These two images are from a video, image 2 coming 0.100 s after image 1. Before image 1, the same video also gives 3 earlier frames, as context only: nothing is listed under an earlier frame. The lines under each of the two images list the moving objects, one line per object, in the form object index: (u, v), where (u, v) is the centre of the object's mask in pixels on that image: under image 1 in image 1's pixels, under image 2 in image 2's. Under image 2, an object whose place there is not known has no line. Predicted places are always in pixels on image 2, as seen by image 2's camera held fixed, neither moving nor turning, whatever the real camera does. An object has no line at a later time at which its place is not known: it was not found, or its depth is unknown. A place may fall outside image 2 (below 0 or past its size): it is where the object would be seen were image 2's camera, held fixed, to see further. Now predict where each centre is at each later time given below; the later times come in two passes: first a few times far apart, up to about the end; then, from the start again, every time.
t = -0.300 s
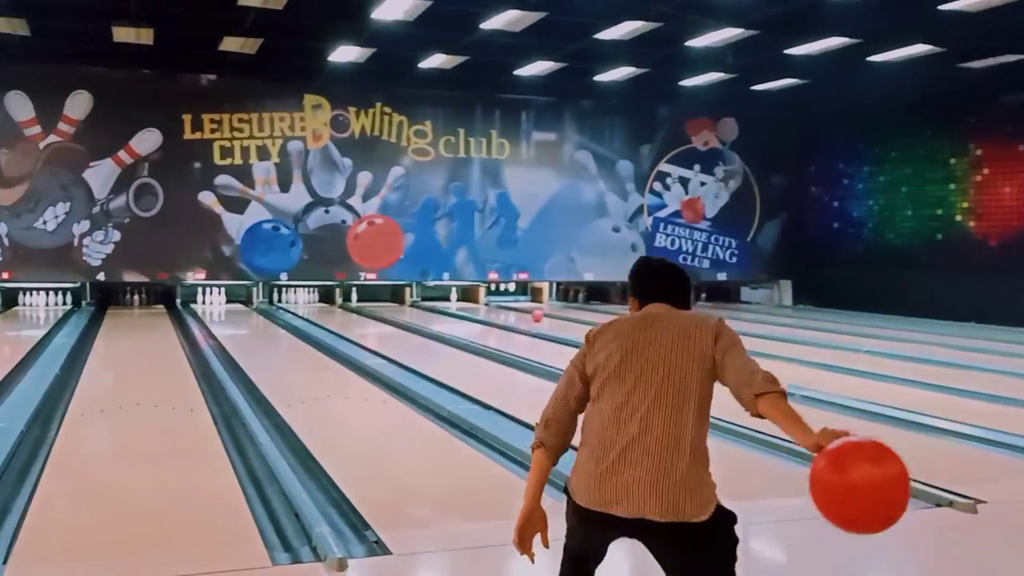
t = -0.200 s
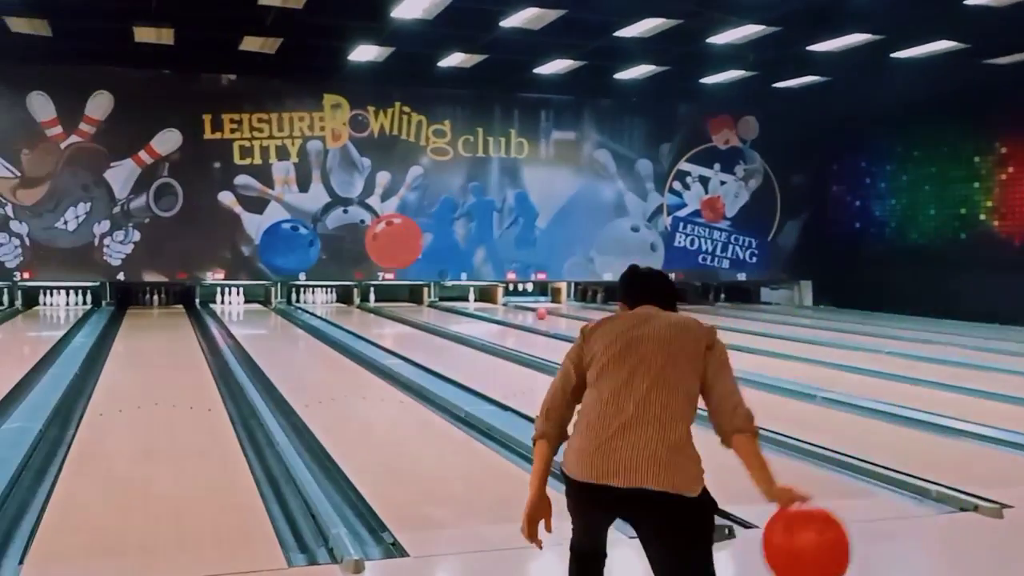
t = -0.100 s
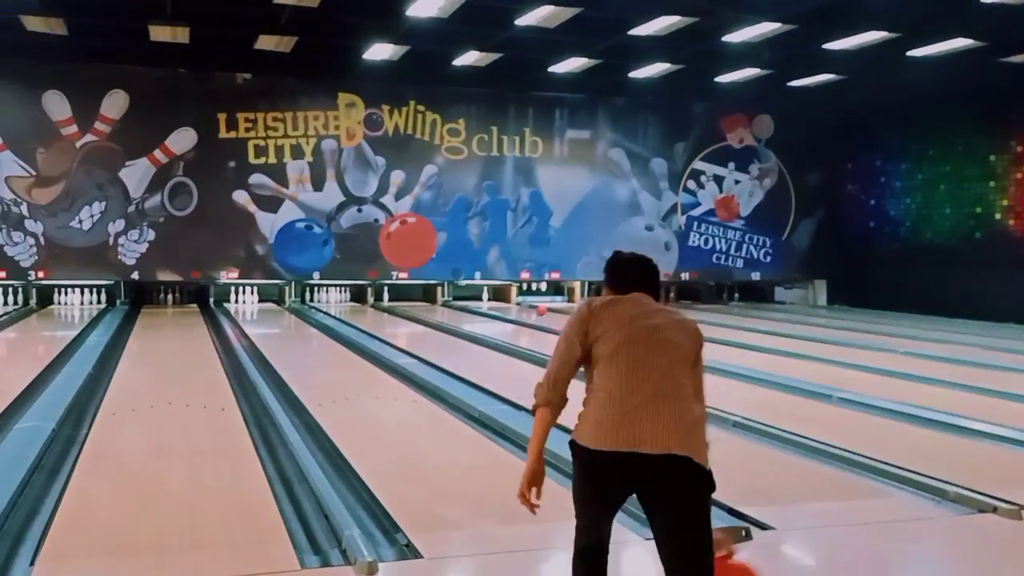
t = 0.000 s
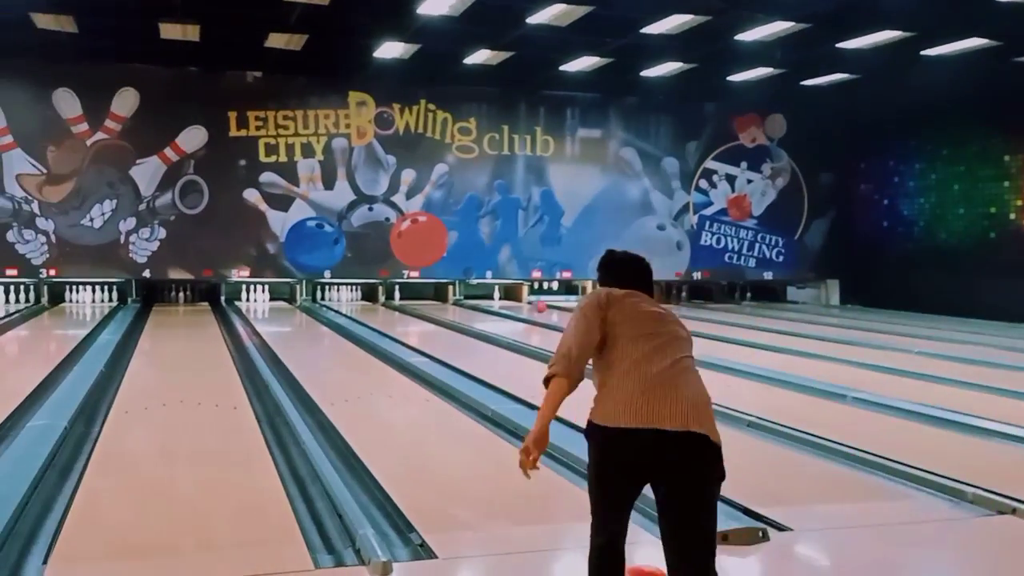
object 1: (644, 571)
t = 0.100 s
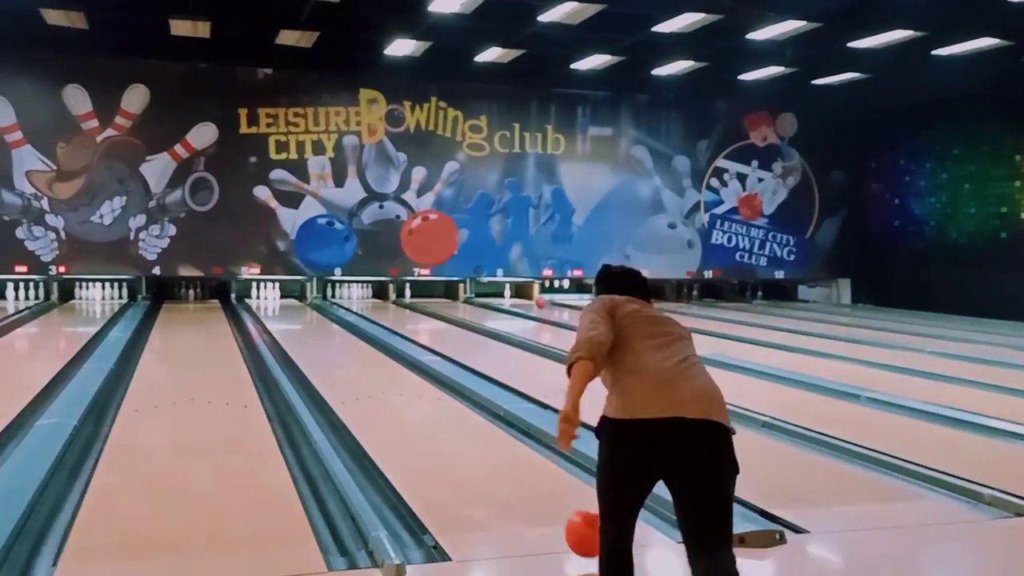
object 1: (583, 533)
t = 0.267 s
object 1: (513, 480)
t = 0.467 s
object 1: (451, 431)
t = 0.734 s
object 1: (400, 391)
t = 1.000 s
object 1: (367, 366)
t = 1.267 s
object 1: (342, 347)
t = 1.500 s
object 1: (325, 333)
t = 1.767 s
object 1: (312, 322)
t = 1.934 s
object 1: (305, 317)
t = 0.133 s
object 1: (574, 523)
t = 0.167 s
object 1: (557, 514)
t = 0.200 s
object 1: (541, 502)
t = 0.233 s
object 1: (526, 491)
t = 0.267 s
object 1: (513, 480)
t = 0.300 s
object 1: (500, 470)
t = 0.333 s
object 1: (489, 461)
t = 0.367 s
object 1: (478, 453)
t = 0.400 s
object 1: (469, 445)
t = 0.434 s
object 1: (459, 437)
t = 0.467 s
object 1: (451, 431)
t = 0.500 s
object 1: (443, 425)
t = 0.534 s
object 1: (436, 419)
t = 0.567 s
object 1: (429, 413)
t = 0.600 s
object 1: (423, 408)
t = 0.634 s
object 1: (417, 404)
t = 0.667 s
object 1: (411, 399)
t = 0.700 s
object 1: (405, 395)
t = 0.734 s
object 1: (400, 391)
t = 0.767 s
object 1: (395, 388)
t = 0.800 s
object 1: (391, 384)
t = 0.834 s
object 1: (386, 381)
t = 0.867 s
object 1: (382, 378)
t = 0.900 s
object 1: (378, 374)
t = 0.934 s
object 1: (374, 371)
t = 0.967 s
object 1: (370, 369)
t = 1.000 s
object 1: (367, 366)
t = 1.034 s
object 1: (364, 363)
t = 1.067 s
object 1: (360, 361)
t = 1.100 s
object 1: (357, 358)
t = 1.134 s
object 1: (354, 356)
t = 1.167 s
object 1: (350, 354)
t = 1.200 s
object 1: (347, 351)
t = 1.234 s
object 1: (345, 349)
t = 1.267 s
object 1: (342, 347)
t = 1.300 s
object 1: (340, 344)
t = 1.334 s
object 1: (337, 342)
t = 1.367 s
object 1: (335, 340)
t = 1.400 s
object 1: (332, 337)
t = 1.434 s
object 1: (330, 336)
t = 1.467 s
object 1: (328, 335)
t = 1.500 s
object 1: (325, 333)
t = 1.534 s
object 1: (324, 331)
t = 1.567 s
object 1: (322, 330)
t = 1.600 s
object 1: (321, 328)
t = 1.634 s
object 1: (319, 327)
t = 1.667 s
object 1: (317, 326)
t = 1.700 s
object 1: (315, 324)
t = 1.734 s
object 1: (313, 324)
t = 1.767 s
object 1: (312, 322)
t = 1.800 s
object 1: (310, 322)
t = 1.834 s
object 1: (309, 320)
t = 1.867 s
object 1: (307, 318)
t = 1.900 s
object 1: (306, 318)
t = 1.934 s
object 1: (305, 317)
